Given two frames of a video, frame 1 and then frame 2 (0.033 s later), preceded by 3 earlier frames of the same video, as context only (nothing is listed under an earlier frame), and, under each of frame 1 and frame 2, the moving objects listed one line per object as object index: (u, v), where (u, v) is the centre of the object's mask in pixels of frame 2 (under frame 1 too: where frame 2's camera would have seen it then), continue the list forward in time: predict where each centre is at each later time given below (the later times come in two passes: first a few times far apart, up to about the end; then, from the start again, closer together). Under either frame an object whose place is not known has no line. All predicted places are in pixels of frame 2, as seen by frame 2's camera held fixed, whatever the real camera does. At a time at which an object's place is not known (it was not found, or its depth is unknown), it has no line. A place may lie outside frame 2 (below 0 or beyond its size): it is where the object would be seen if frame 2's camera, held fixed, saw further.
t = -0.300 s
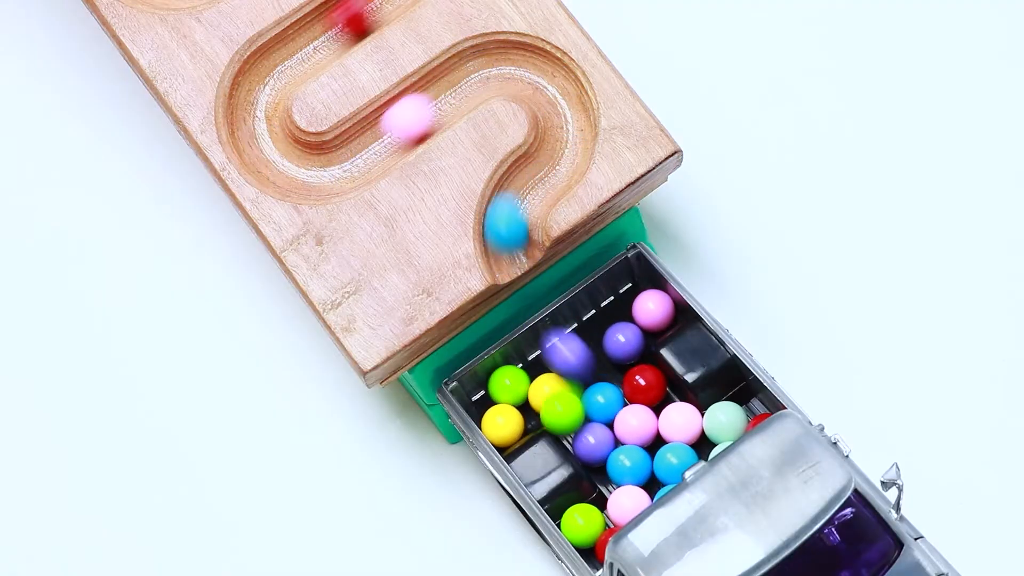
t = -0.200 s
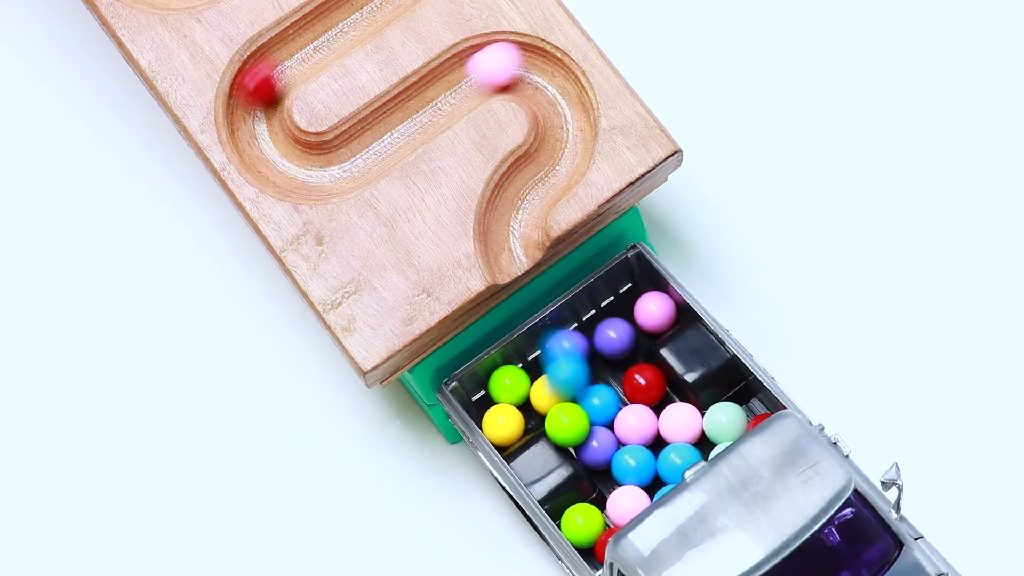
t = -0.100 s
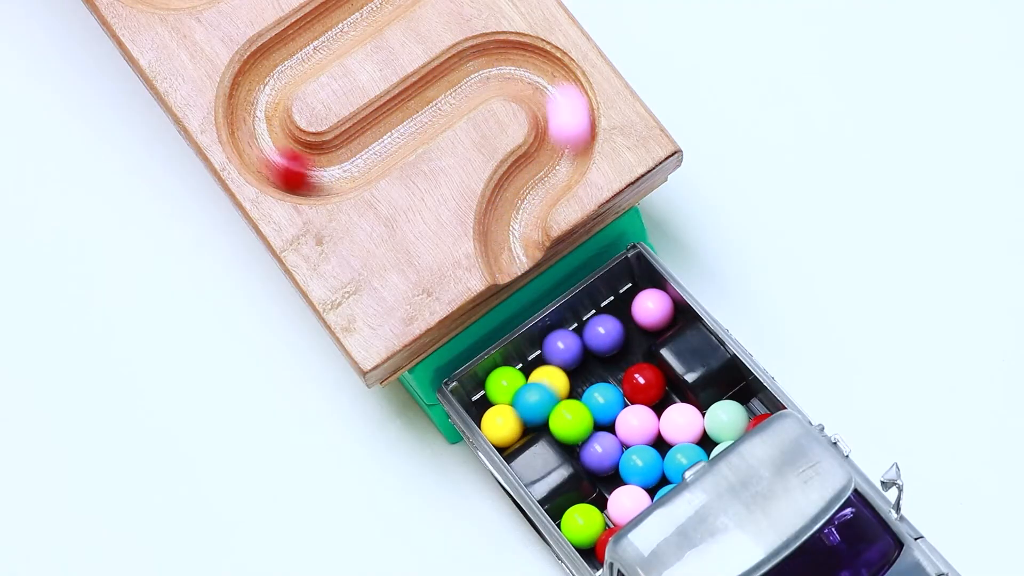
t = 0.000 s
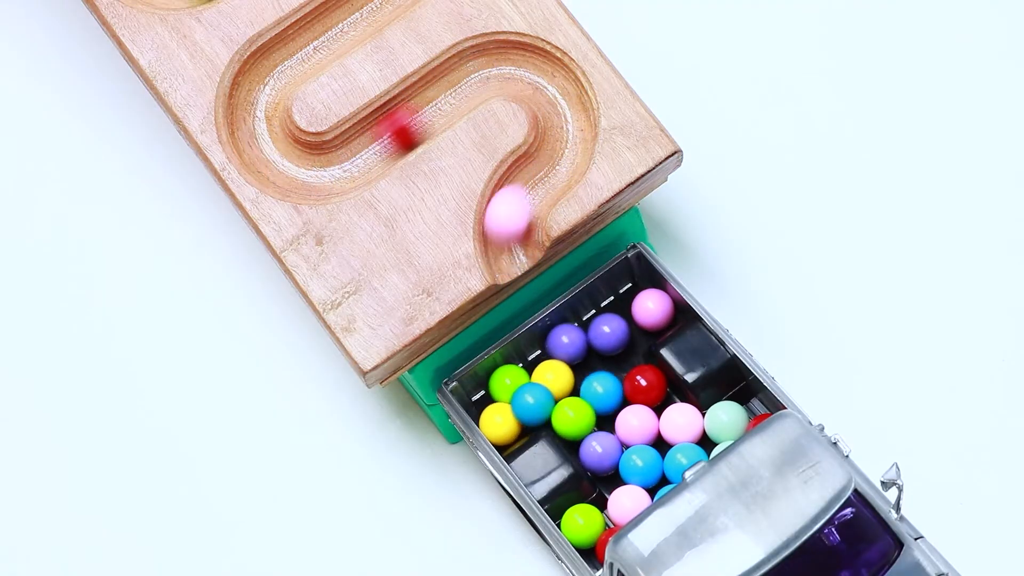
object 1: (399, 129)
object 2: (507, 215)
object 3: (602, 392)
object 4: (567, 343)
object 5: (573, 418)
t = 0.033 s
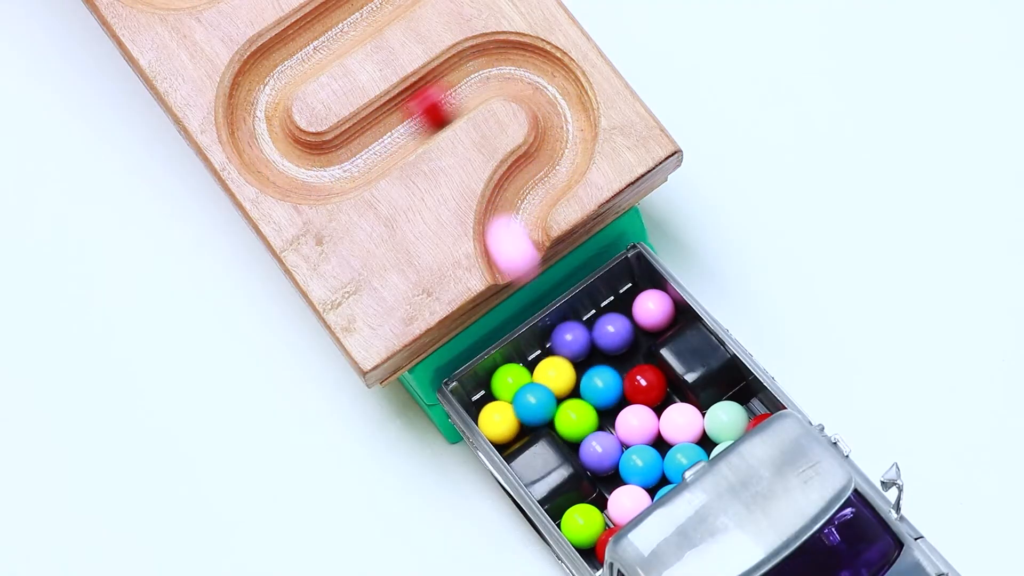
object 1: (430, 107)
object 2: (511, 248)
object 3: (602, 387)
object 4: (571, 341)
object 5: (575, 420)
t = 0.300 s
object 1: (506, 225)
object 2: (550, 406)
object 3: (604, 377)
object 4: (584, 331)
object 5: (589, 415)
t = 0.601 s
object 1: (574, 378)
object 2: (525, 409)
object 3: (608, 377)
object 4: (584, 331)
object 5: (585, 418)
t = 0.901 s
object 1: (574, 378)
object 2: (525, 410)
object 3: (608, 377)
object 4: (584, 331)
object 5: (585, 418)
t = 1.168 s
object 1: (573, 378)
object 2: (525, 410)
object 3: (607, 378)
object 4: (585, 330)
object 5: (585, 418)
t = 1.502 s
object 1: (573, 378)
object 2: (525, 410)
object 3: (608, 378)
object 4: (584, 332)
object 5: (585, 418)
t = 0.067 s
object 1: (461, 86)
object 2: (538, 294)
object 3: (600, 381)
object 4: (575, 337)
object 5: (578, 419)
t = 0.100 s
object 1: (493, 67)
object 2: (566, 346)
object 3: (604, 378)
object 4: (587, 329)
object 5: (581, 417)
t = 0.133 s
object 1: (526, 66)
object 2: (560, 391)
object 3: (600, 377)
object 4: (580, 332)
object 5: (586, 417)
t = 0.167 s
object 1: (557, 90)
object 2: (551, 409)
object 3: (600, 378)
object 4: (580, 332)
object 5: (587, 416)
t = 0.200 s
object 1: (572, 131)
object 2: (554, 410)
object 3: (601, 379)
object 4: (582, 332)
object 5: (589, 416)
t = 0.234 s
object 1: (557, 169)
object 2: (554, 408)
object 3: (603, 378)
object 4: (584, 331)
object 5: (590, 416)
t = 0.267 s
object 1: (518, 198)
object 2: (551, 406)
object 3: (604, 377)
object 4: (585, 330)
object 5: (590, 415)
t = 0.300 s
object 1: (506, 225)
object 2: (550, 406)
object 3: (604, 377)
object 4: (584, 331)
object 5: (589, 415)
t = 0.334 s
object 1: (518, 261)
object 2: (551, 406)
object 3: (603, 377)
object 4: (583, 332)
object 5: (589, 415)
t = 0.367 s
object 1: (541, 305)
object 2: (551, 406)
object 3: (603, 377)
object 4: (583, 333)
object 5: (589, 415)
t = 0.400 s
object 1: (575, 370)
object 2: (548, 406)
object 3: (607, 378)
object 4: (582, 331)
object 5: (589, 415)
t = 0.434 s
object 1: (579, 378)
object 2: (540, 407)
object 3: (609, 377)
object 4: (582, 333)
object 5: (586, 417)
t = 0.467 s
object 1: (579, 382)
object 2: (534, 406)
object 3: (609, 377)
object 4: (583, 334)
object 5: (584, 419)
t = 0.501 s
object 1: (583, 380)
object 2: (527, 409)
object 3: (611, 377)
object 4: (584, 332)
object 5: (583, 418)
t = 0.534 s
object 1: (582, 379)
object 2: (526, 409)
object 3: (611, 376)
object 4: (584, 331)
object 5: (584, 418)
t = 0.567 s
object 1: (579, 379)
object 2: (526, 409)
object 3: (610, 376)
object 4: (583, 332)
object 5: (585, 418)
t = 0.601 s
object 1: (574, 378)
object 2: (525, 409)
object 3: (608, 377)
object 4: (584, 331)
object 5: (585, 418)
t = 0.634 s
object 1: (573, 376)
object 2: (525, 409)
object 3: (608, 377)
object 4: (583, 332)
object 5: (585, 417)
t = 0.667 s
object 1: (574, 378)
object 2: (525, 409)
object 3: (608, 377)
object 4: (584, 332)
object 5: (585, 418)
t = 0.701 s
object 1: (574, 378)
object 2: (525, 409)
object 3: (608, 377)
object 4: (584, 331)
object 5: (585, 418)
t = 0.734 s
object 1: (574, 378)
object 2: (525, 409)
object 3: (608, 377)
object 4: (584, 331)
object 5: (585, 418)
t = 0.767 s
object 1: (574, 378)
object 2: (525, 409)
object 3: (608, 377)
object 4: (584, 331)
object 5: (585, 418)
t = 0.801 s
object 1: (574, 378)
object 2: (525, 410)
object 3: (608, 377)
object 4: (584, 332)
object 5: (585, 418)
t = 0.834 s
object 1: (574, 378)
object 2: (525, 409)
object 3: (608, 377)
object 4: (584, 332)
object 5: (585, 418)
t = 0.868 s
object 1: (574, 378)
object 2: (525, 409)
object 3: (608, 377)
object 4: (584, 331)
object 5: (585, 418)
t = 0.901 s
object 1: (574, 378)
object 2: (525, 410)
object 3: (608, 377)
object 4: (584, 331)
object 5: (585, 418)
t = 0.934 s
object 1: (574, 378)
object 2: (525, 410)
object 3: (608, 377)
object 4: (584, 332)
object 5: (585, 418)
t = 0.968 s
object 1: (574, 378)
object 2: (525, 410)
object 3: (608, 377)
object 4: (584, 332)
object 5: (585, 418)
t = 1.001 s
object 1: (574, 378)
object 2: (525, 410)
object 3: (608, 377)
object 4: (584, 332)
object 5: (585, 418)
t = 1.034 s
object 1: (574, 378)
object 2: (525, 410)
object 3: (608, 377)
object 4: (584, 332)
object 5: (585, 418)
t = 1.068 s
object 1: (575, 379)
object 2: (525, 410)
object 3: (607, 377)
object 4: (584, 331)
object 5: (585, 418)
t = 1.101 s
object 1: (574, 379)
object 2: (525, 410)
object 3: (607, 379)
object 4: (583, 332)
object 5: (585, 418)
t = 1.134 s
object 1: (573, 378)
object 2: (525, 410)
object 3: (607, 378)
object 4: (585, 331)
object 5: (585, 418)
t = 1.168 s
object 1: (573, 378)
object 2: (525, 410)
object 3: (607, 378)
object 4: (585, 330)
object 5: (585, 418)
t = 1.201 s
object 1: (573, 378)
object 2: (525, 410)
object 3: (608, 378)
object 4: (585, 331)
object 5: (585, 418)
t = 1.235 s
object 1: (573, 378)
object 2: (525, 410)
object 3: (608, 378)
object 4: (585, 332)
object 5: (585, 418)
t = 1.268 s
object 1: (573, 378)
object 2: (525, 410)
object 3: (608, 378)
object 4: (585, 332)
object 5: (585, 418)
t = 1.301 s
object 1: (573, 378)
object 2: (525, 410)
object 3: (608, 378)
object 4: (585, 332)
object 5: (585, 418)
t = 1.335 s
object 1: (573, 378)
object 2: (525, 410)
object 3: (608, 378)
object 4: (585, 332)
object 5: (585, 418)
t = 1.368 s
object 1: (573, 378)
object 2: (525, 410)
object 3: (608, 378)
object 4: (584, 332)
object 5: (585, 418)
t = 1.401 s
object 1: (573, 378)
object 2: (525, 410)
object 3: (608, 378)
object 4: (584, 332)
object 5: (585, 418)
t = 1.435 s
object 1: (573, 378)
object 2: (525, 410)
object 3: (608, 378)
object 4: (584, 332)
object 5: (585, 418)
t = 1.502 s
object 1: (573, 378)
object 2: (525, 410)
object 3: (608, 378)
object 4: (584, 332)
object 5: (585, 418)
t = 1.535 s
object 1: (573, 378)
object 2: (525, 410)
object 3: (608, 378)
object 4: (584, 332)
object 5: (585, 418)
